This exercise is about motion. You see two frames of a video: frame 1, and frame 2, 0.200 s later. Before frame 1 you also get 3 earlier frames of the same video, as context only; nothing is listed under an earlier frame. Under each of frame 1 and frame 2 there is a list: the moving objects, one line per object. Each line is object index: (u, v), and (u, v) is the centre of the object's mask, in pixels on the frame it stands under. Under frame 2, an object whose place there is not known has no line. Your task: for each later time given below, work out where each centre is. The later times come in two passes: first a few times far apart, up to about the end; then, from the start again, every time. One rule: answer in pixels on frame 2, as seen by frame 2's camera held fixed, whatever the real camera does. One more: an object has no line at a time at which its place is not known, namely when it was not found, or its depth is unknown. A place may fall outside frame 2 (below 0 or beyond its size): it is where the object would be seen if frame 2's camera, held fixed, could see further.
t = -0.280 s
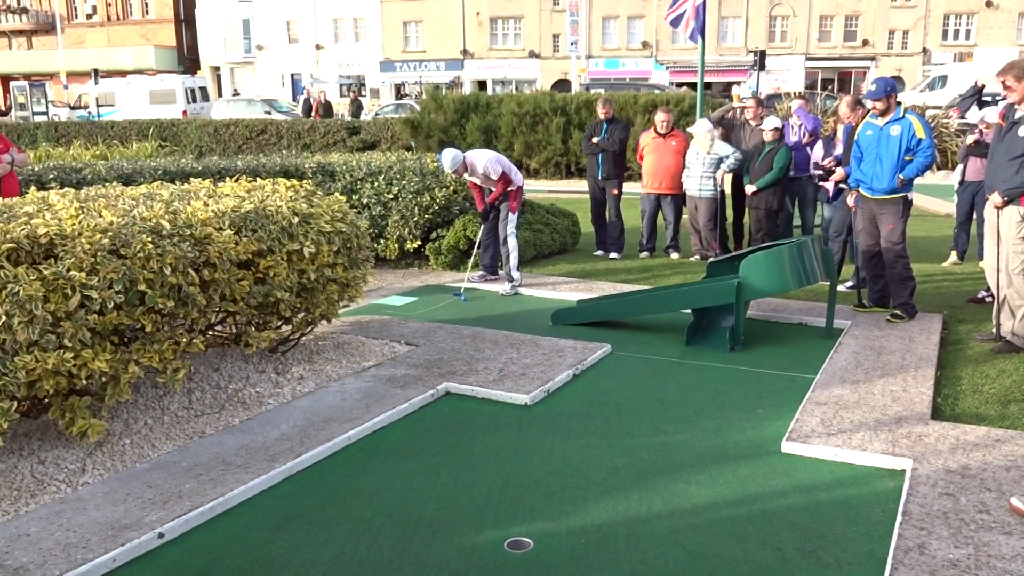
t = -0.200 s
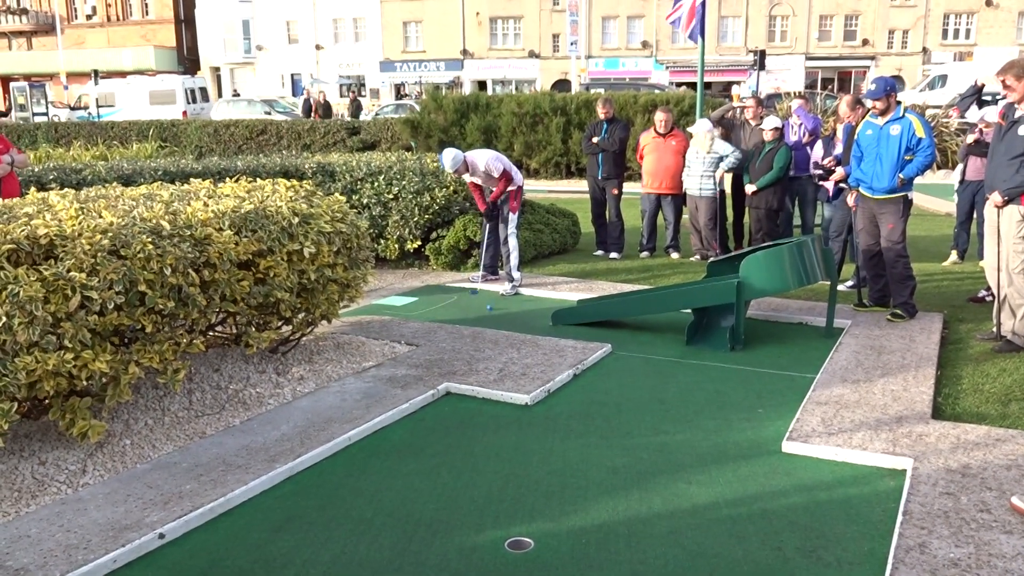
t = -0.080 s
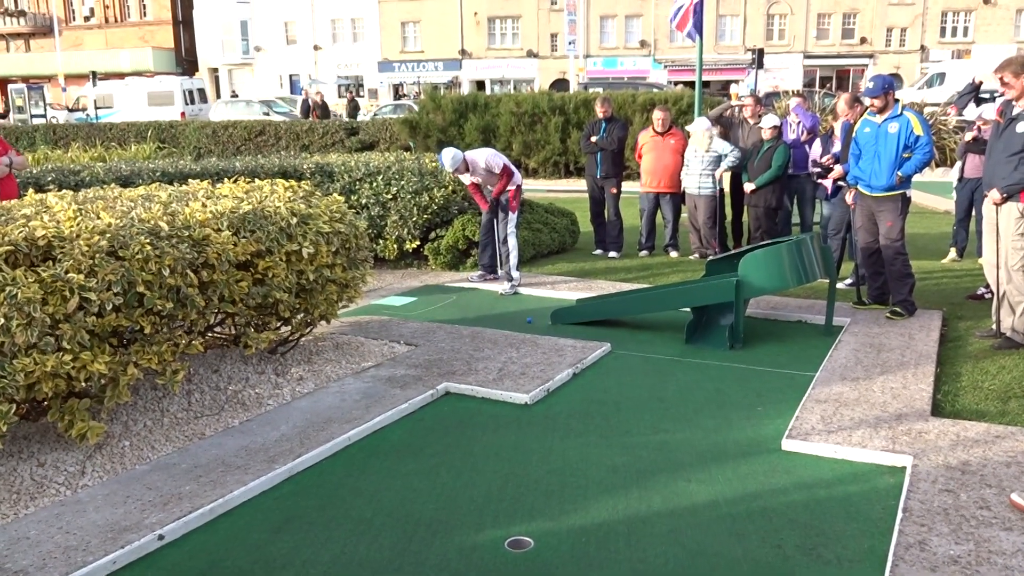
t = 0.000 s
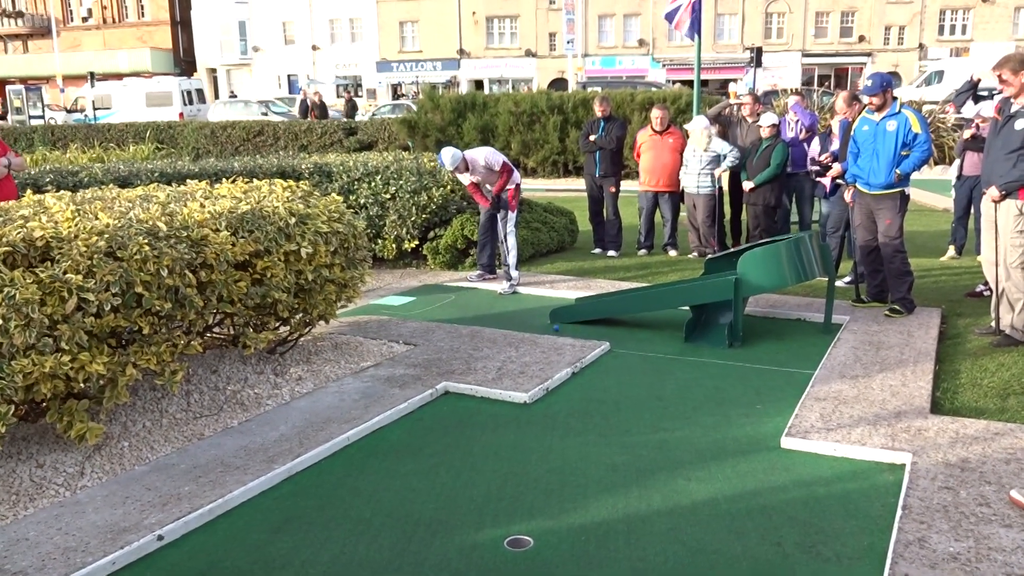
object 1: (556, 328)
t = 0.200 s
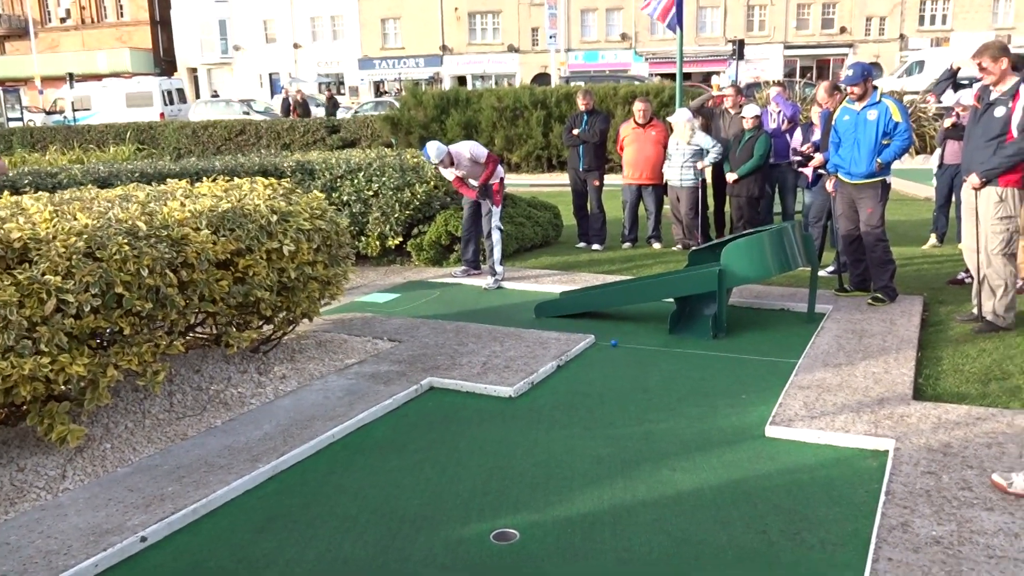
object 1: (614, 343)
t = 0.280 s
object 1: (644, 353)
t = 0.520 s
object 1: (748, 381)
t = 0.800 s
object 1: (675, 391)
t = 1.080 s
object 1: (565, 396)
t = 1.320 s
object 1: (488, 400)
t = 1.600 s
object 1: (400, 408)
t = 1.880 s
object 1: (423, 422)
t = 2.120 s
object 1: (437, 435)
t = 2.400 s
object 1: (453, 450)
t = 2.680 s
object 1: (465, 467)
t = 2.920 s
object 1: (477, 481)
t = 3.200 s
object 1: (488, 496)
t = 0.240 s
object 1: (629, 348)
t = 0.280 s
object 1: (644, 353)
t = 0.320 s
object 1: (660, 356)
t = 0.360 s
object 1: (676, 362)
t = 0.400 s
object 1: (693, 366)
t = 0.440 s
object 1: (711, 371)
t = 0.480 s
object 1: (729, 376)
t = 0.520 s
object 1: (748, 381)
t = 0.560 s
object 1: (767, 387)
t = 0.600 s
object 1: (775, 388)
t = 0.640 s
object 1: (755, 382)
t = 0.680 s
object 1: (735, 380)
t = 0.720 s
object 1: (715, 381)
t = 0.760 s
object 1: (695, 384)
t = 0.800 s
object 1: (675, 391)
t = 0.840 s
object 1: (657, 388)
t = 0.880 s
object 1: (641, 387)
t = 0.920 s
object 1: (624, 388)
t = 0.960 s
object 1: (608, 392)
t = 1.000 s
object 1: (593, 391)
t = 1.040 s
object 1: (579, 392)
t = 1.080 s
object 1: (565, 396)
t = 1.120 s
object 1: (552, 394)
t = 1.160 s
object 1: (540, 396)
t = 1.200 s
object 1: (526, 397)
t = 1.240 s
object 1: (513, 398)
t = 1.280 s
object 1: (501, 399)
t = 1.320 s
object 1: (488, 400)
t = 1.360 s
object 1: (476, 401)
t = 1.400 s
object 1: (463, 402)
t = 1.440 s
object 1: (450, 403)
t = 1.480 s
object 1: (437, 404)
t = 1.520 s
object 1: (425, 406)
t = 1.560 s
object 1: (412, 407)
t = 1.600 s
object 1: (400, 408)
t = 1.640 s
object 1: (393, 408)
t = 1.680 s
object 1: (399, 408)
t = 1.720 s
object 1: (406, 411)
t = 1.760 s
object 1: (412, 415)
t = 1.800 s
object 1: (416, 417)
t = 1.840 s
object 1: (419, 420)
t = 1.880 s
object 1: (423, 422)
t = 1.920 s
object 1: (425, 424)
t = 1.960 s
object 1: (427, 426)
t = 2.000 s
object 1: (430, 428)
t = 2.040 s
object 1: (432, 430)
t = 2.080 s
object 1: (434, 433)
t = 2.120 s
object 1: (437, 435)
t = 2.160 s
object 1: (439, 437)
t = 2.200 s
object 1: (442, 439)
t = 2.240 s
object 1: (444, 441)
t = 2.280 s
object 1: (446, 444)
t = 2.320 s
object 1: (449, 446)
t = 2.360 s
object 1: (451, 448)
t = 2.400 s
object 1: (453, 450)
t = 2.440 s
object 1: (455, 452)
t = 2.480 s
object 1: (456, 455)
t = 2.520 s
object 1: (458, 457)
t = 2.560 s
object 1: (460, 460)
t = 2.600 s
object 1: (462, 462)
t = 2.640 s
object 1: (463, 465)
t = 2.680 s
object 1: (465, 467)
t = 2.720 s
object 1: (467, 470)
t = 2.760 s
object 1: (470, 472)
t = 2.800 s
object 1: (471, 474)
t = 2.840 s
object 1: (473, 476)
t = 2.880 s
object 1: (475, 479)
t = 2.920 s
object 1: (477, 481)
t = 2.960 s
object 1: (478, 483)
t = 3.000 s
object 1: (480, 485)
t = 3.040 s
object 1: (481, 487)
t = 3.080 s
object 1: (483, 489)
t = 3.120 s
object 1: (484, 491)
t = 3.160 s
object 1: (486, 494)
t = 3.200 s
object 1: (488, 496)
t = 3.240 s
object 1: (490, 498)
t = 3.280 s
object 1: (492, 500)
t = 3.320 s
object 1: (493, 502)
